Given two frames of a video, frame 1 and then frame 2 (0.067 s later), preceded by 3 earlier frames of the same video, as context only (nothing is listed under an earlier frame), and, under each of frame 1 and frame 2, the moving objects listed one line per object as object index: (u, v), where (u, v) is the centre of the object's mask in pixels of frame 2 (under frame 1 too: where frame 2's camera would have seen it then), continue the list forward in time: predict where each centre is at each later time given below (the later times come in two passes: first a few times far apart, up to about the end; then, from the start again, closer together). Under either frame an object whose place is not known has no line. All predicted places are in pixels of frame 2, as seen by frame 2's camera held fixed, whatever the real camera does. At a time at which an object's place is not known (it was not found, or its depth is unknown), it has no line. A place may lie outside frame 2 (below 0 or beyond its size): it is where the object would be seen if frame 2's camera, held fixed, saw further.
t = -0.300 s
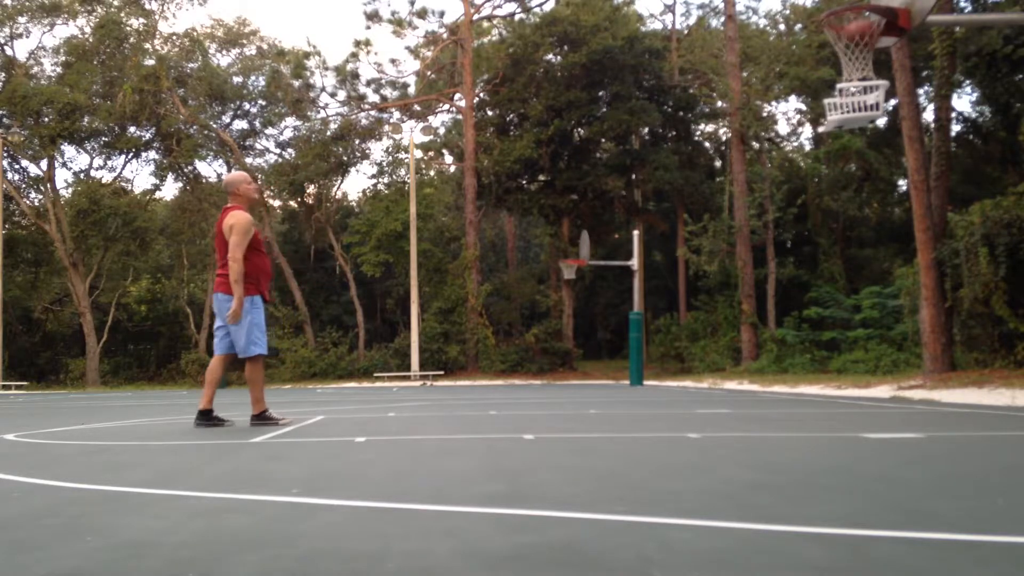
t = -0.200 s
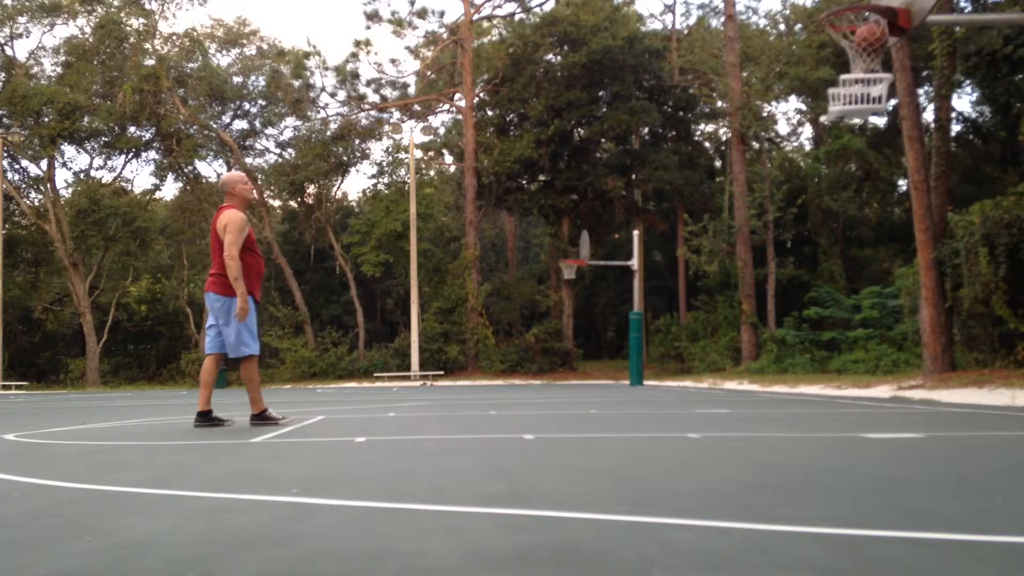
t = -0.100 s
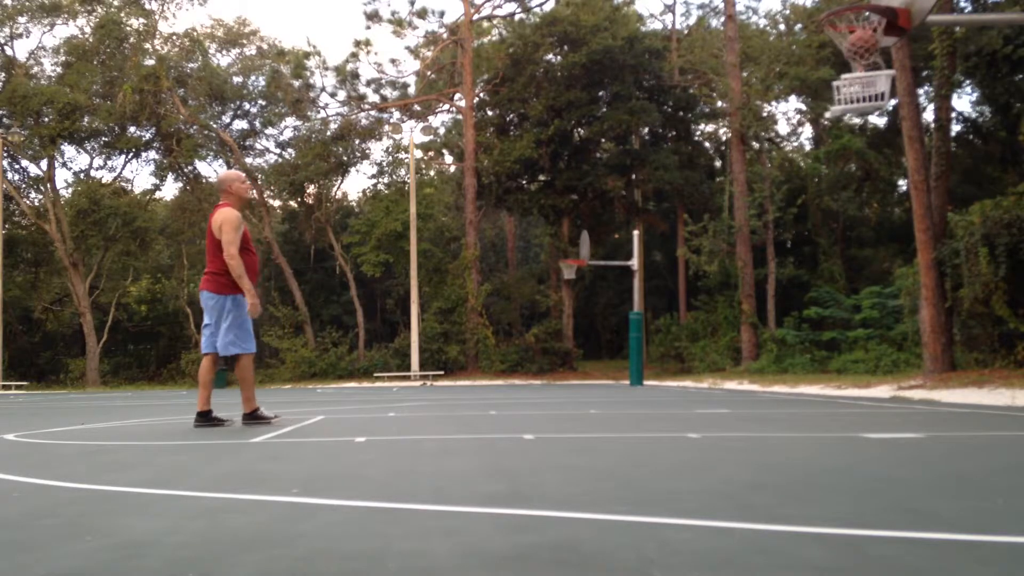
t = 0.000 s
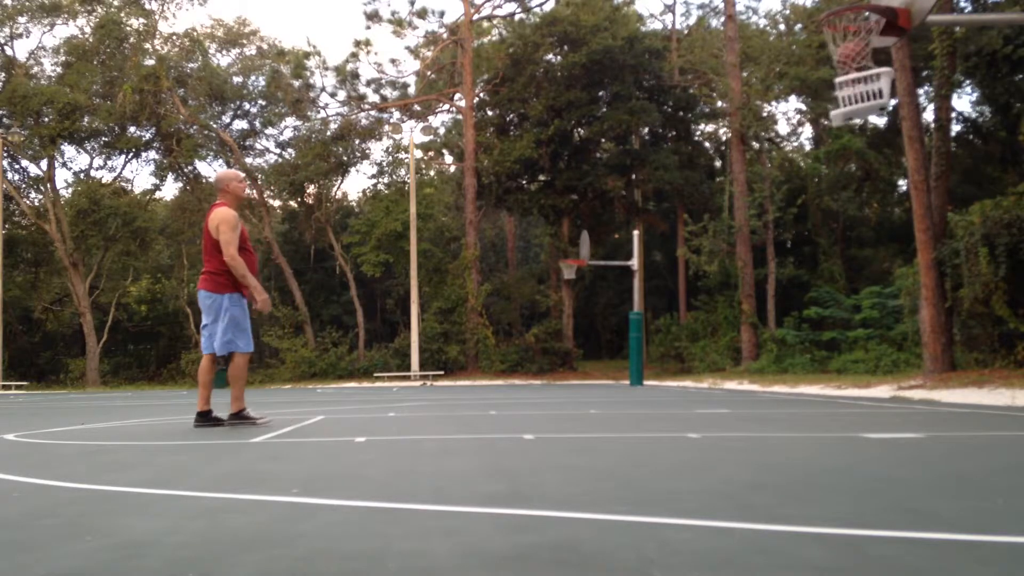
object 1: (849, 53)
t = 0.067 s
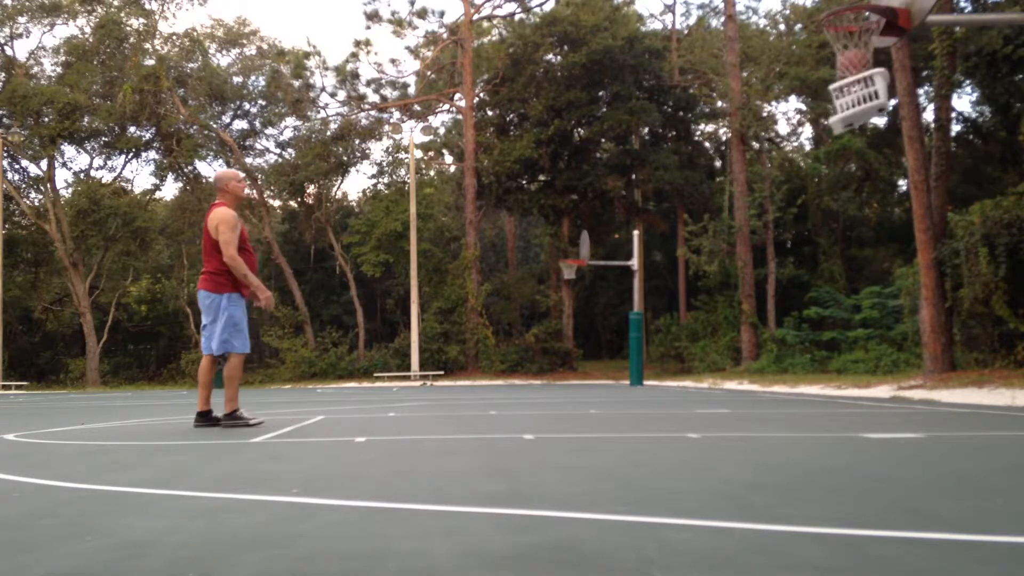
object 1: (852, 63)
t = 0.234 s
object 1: (871, 74)
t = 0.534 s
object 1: (823, 109)
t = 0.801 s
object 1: (789, 164)
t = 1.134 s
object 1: (743, 356)
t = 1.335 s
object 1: (711, 332)
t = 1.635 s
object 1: (662, 266)
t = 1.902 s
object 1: (620, 298)
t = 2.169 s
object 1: (583, 394)
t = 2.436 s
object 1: (553, 330)
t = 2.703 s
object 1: (526, 352)
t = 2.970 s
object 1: (499, 373)
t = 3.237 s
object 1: (473, 366)
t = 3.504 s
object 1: (446, 384)
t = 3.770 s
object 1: (420, 392)
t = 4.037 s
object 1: (396, 389)
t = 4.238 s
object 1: (378, 395)
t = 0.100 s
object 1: (855, 64)
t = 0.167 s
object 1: (864, 67)
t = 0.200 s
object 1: (869, 70)
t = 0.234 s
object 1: (871, 74)
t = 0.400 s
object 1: (834, 101)
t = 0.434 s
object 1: (831, 103)
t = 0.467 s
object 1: (828, 104)
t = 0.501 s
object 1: (825, 107)
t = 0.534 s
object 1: (823, 109)
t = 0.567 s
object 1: (821, 113)
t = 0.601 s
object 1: (817, 117)
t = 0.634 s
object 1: (813, 121)
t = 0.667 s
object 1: (808, 127)
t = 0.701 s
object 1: (805, 134)
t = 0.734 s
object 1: (798, 144)
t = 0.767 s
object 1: (792, 153)
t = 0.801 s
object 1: (789, 164)
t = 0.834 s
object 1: (784, 176)
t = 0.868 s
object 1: (779, 191)
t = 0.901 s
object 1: (774, 205)
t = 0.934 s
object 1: (770, 223)
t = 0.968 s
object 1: (766, 241)
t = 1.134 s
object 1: (743, 356)
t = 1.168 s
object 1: (739, 382)
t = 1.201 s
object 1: (736, 399)
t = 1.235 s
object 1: (728, 379)
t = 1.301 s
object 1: (717, 346)
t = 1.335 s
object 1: (711, 332)
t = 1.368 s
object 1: (707, 320)
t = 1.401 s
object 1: (699, 308)
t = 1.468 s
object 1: (689, 289)
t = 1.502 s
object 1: (683, 282)
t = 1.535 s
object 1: (678, 275)
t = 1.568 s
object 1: (673, 271)
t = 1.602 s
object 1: (667, 267)
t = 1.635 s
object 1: (662, 266)
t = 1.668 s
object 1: (657, 264)
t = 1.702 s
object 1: (654, 264)
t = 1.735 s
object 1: (648, 268)
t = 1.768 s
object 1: (642, 271)
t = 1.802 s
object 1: (637, 276)
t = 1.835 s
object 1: (631, 282)
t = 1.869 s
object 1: (625, 289)
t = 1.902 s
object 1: (620, 298)
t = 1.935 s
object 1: (615, 309)
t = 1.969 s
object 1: (611, 321)
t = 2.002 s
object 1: (606, 333)
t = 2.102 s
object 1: (592, 379)
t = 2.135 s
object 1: (586, 400)
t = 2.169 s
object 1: (583, 394)
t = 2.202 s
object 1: (579, 379)
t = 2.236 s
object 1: (575, 367)
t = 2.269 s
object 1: (571, 359)
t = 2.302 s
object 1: (568, 350)
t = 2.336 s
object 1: (564, 343)
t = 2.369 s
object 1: (561, 337)
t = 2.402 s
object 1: (557, 332)
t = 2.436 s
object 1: (553, 330)
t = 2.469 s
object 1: (550, 329)
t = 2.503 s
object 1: (548, 329)
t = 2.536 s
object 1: (544, 328)
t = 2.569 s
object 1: (540, 331)
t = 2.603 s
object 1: (537, 334)
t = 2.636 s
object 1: (533, 338)
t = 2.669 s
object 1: (530, 344)
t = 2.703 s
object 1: (526, 352)
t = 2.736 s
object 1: (522, 361)
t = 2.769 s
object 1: (520, 371)
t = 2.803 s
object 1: (516, 383)
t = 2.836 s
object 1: (513, 397)
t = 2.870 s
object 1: (509, 397)
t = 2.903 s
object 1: (506, 387)
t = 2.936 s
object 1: (502, 379)
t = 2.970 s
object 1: (499, 373)
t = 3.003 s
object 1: (496, 367)
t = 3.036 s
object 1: (492, 364)
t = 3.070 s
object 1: (489, 361)
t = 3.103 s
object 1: (486, 359)
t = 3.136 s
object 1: (483, 359)
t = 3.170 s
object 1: (480, 360)
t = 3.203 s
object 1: (476, 363)
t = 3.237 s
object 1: (473, 366)
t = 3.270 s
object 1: (470, 371)
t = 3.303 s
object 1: (466, 377)
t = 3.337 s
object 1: (463, 385)
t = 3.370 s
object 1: (460, 395)
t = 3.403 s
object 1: (456, 402)
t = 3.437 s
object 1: (453, 396)
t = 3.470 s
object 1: (449, 389)
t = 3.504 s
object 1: (446, 384)
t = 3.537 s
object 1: (443, 380)
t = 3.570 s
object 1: (440, 378)
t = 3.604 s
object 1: (436, 377)
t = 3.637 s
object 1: (433, 377)
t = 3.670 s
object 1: (430, 379)
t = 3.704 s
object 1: (427, 382)
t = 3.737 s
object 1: (424, 387)
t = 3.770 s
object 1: (420, 392)
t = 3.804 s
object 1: (417, 399)
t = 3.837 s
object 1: (414, 400)
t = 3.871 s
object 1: (410, 395)
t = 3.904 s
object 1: (408, 391)
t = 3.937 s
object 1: (405, 389)
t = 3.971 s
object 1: (402, 388)
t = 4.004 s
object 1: (399, 388)
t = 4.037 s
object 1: (396, 389)
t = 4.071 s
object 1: (393, 391)
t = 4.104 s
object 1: (390, 395)
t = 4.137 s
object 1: (387, 399)
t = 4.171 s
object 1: (384, 401)
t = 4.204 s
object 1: (381, 397)
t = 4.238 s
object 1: (378, 395)
